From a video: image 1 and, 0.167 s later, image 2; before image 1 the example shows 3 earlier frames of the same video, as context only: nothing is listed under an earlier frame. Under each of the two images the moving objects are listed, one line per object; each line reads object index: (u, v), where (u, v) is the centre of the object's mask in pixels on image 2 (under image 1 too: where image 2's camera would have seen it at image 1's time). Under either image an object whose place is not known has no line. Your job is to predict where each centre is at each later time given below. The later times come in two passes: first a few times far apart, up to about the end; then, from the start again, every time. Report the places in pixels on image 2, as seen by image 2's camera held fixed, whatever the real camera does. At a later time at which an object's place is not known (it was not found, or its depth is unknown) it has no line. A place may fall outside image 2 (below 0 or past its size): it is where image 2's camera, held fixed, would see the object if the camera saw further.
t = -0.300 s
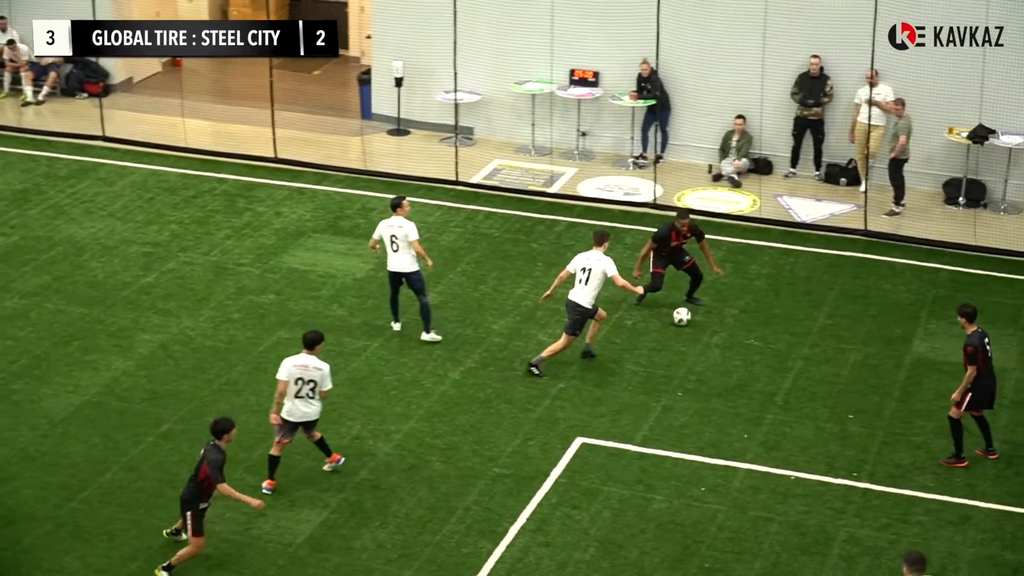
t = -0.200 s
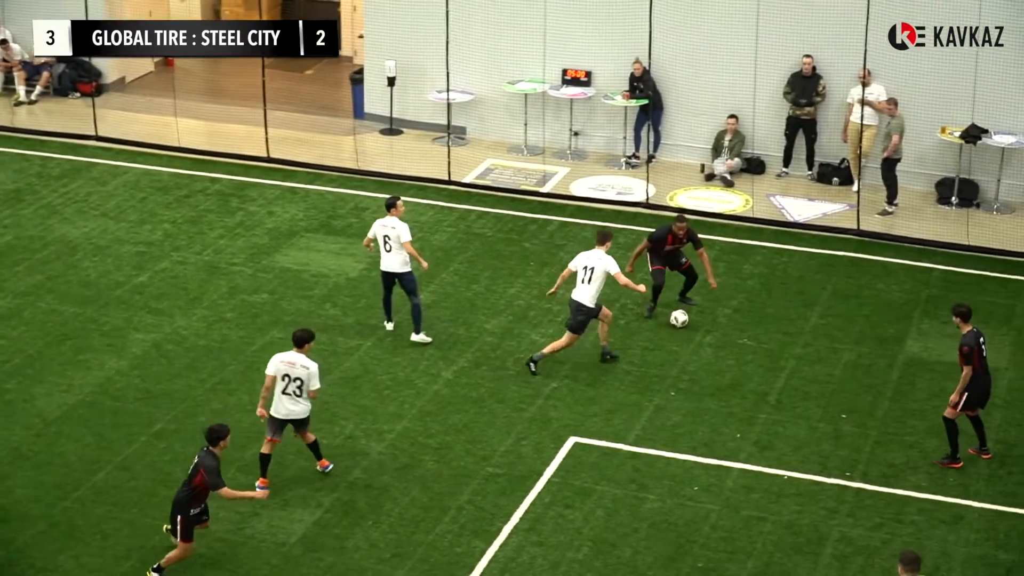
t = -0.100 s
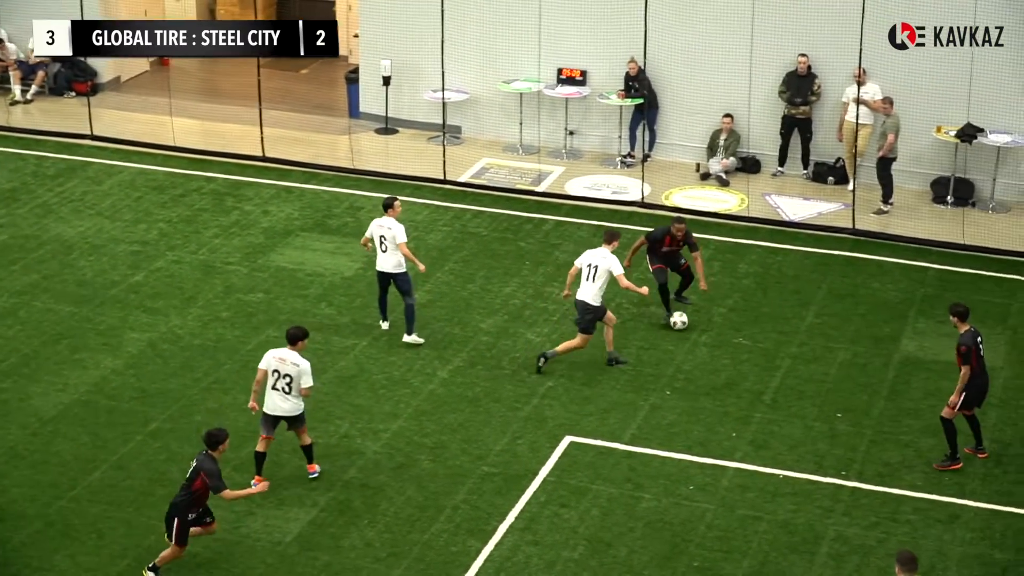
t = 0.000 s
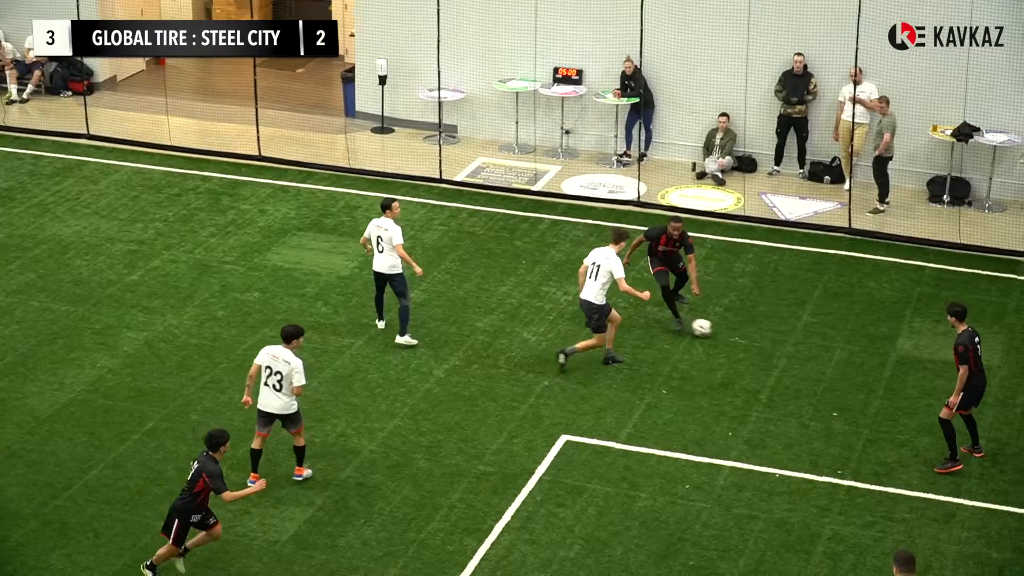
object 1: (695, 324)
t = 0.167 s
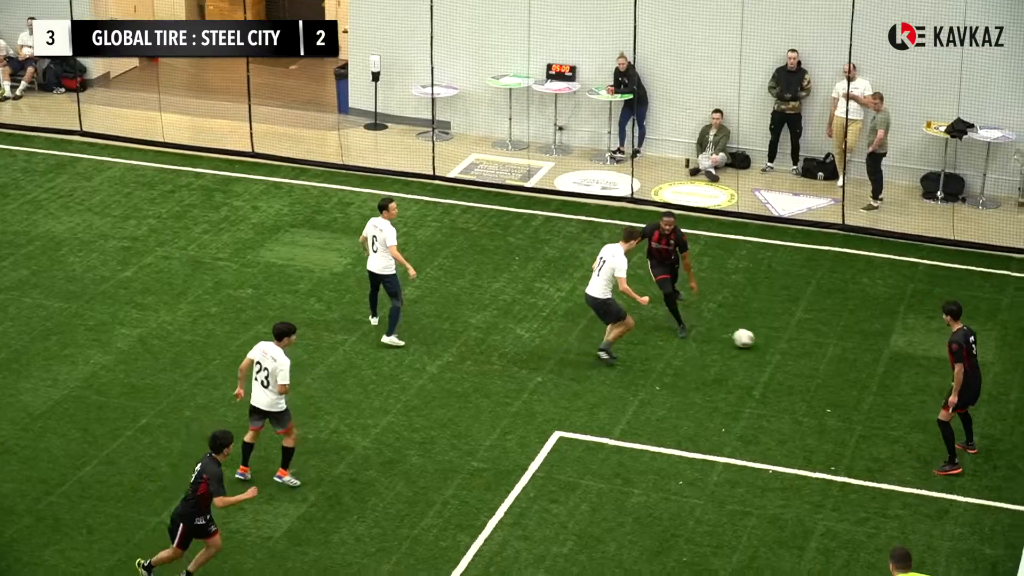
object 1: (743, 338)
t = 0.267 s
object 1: (772, 348)
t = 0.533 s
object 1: (844, 368)
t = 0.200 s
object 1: (753, 341)
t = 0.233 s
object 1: (763, 345)
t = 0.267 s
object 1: (772, 348)
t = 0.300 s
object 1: (781, 350)
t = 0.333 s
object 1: (790, 352)
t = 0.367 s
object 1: (799, 355)
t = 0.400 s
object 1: (809, 358)
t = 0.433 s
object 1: (817, 361)
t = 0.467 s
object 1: (827, 364)
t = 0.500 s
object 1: (836, 366)
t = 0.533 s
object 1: (844, 368)
